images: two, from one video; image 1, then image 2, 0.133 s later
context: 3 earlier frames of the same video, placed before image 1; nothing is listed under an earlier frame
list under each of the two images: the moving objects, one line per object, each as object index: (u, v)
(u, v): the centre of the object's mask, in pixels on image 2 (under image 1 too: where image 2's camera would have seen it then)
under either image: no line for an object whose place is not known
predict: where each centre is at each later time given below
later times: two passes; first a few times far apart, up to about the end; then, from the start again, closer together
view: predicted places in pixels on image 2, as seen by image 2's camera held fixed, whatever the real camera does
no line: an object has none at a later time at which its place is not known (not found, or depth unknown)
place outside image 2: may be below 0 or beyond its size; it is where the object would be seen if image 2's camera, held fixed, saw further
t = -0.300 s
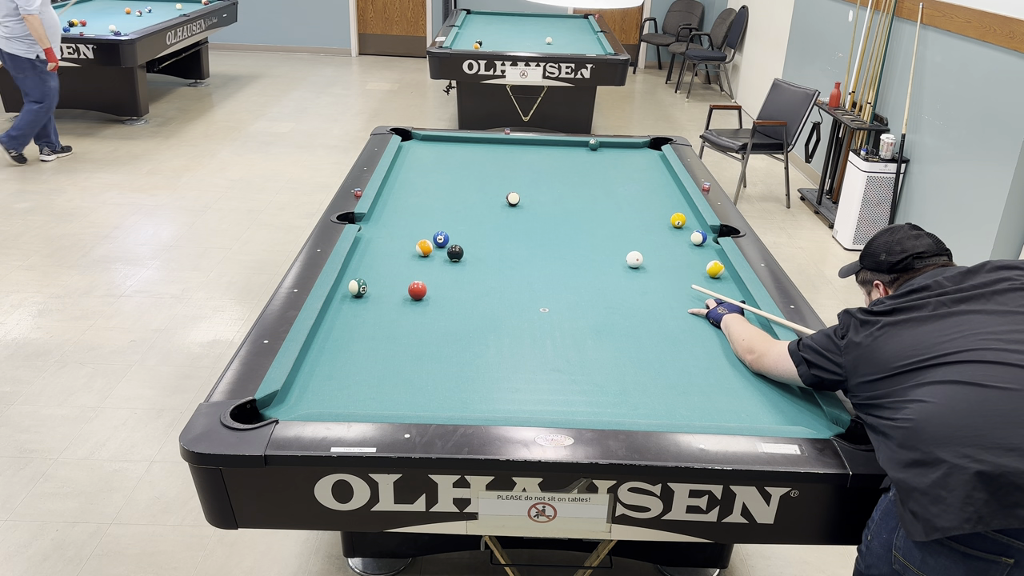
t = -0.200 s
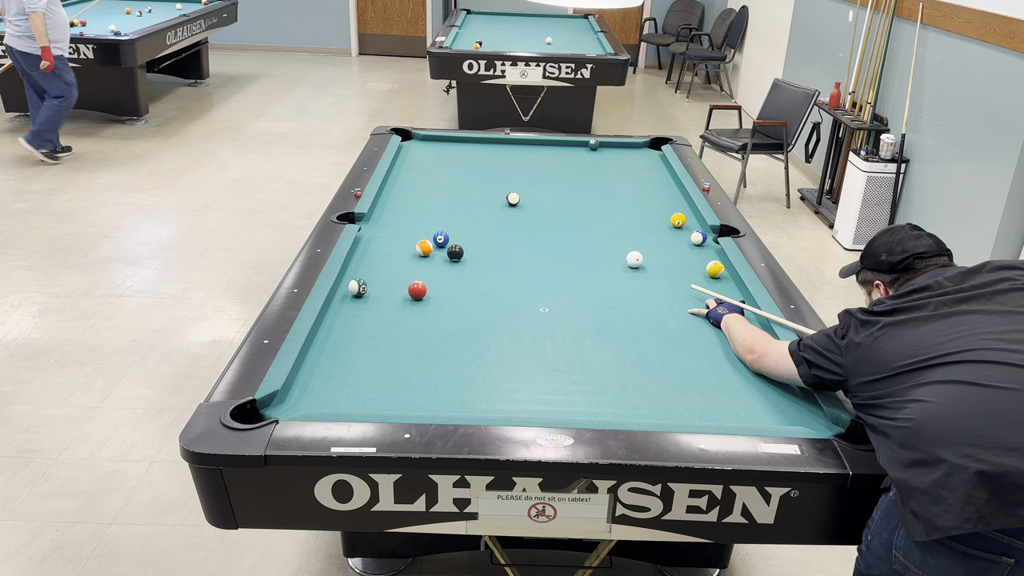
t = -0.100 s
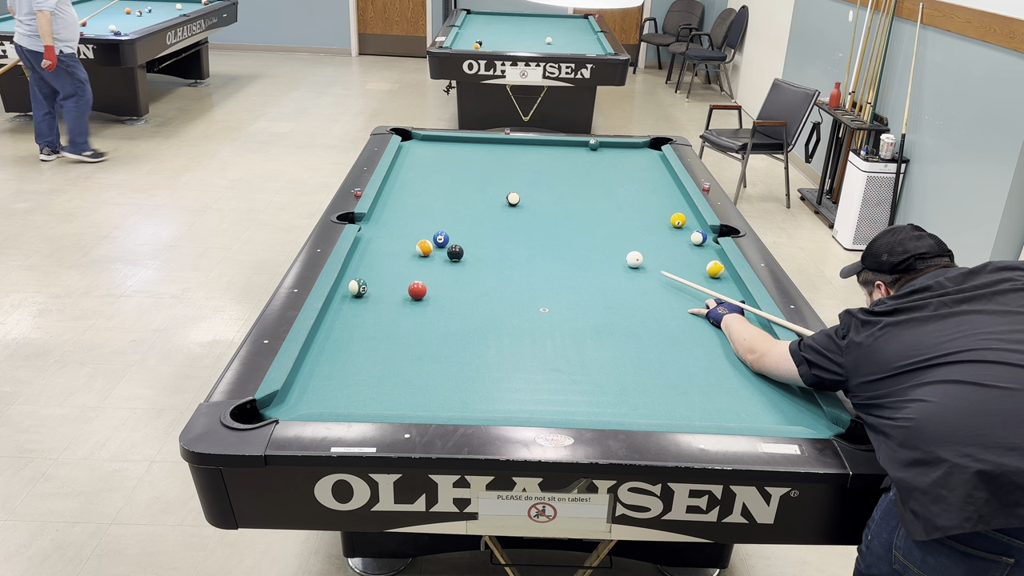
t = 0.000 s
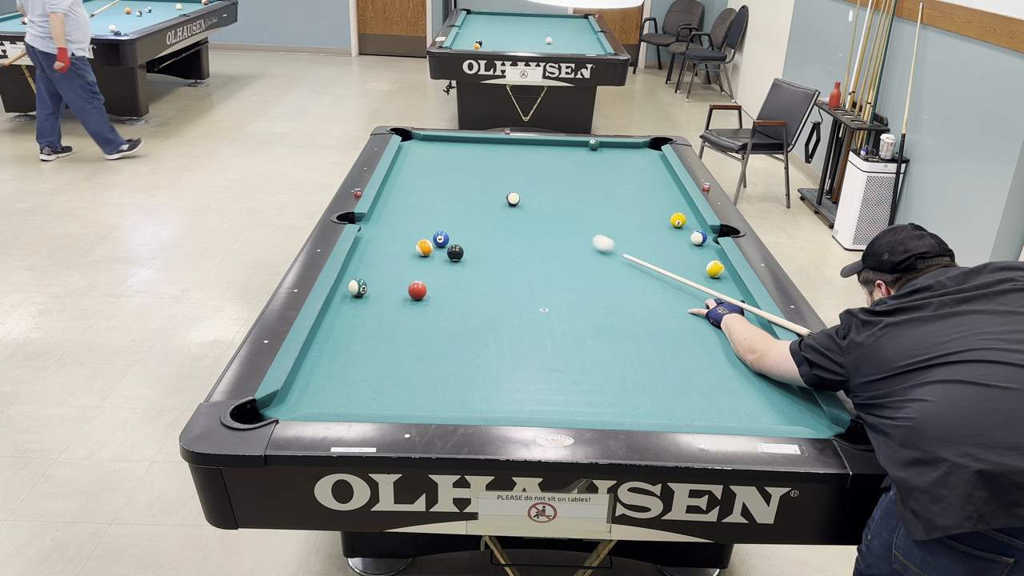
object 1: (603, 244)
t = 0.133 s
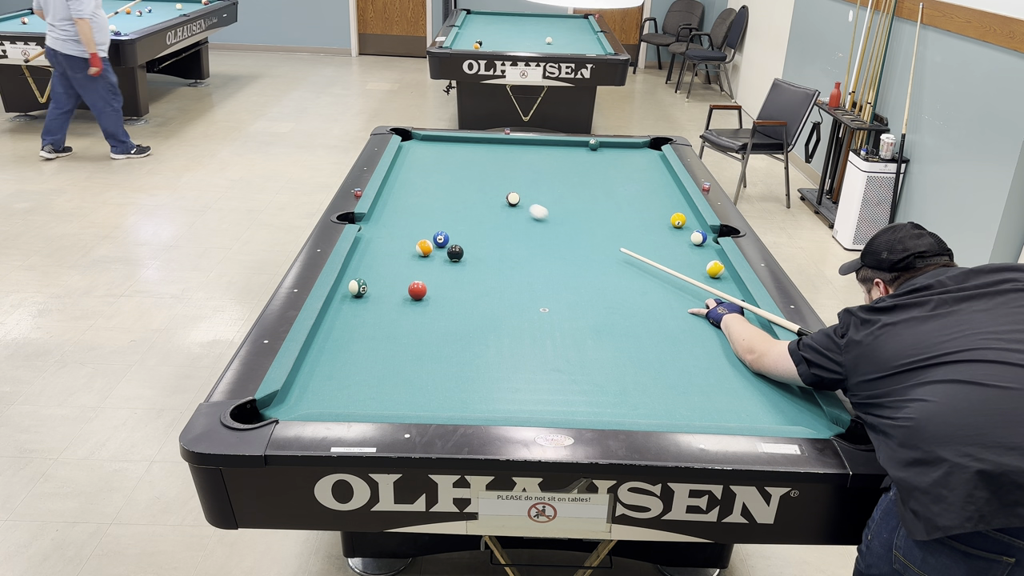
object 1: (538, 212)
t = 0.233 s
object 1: (514, 204)
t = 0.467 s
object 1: (494, 203)
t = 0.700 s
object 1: (474, 202)
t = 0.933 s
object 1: (455, 201)
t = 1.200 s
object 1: (435, 201)
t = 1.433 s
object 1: (419, 200)
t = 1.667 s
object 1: (404, 199)
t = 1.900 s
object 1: (391, 198)
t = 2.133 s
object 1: (382, 198)
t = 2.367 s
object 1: (388, 199)
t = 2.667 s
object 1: (394, 199)
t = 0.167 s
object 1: (525, 206)
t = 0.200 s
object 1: (518, 203)
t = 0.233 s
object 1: (514, 204)
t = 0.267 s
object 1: (511, 204)
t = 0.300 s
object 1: (509, 203)
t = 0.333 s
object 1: (505, 203)
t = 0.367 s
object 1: (502, 203)
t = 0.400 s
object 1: (499, 203)
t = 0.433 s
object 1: (496, 203)
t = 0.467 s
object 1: (494, 203)
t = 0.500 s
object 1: (490, 203)
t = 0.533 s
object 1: (488, 202)
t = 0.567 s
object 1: (485, 202)
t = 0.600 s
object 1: (482, 202)
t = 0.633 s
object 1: (479, 202)
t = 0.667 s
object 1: (476, 202)
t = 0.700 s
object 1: (474, 202)
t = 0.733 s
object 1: (471, 202)
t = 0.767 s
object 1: (468, 202)
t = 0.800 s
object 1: (465, 202)
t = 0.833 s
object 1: (463, 202)
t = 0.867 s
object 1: (460, 201)
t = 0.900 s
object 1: (457, 201)
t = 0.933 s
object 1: (455, 201)
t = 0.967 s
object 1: (452, 201)
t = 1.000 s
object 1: (450, 201)
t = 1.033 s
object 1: (447, 201)
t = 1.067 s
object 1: (445, 201)
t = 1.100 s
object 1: (442, 201)
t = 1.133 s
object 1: (440, 201)
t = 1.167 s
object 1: (437, 201)
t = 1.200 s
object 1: (435, 201)
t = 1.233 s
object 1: (433, 201)
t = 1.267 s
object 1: (430, 200)
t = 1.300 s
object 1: (428, 200)
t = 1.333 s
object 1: (426, 200)
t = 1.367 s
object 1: (423, 200)
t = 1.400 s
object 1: (421, 200)
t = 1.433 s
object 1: (419, 200)
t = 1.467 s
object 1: (417, 200)
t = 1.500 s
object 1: (415, 200)
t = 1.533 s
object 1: (413, 200)
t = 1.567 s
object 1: (410, 199)
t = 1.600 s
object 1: (408, 199)
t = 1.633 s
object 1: (406, 199)
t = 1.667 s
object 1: (404, 199)
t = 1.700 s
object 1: (402, 199)
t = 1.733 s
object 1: (400, 199)
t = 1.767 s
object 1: (398, 199)
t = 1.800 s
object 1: (397, 199)
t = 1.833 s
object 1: (395, 199)
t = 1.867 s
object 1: (393, 198)
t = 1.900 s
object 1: (391, 198)
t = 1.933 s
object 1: (389, 198)
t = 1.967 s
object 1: (388, 198)
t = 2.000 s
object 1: (386, 198)
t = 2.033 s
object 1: (384, 198)
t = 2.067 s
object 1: (382, 198)
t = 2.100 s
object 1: (381, 198)
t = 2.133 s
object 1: (382, 198)
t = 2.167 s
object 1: (383, 198)
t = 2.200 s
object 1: (384, 198)
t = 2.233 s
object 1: (385, 198)
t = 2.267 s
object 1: (386, 198)
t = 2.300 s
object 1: (387, 199)
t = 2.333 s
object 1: (387, 199)
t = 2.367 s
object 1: (388, 199)
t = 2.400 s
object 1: (389, 199)
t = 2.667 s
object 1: (394, 199)
